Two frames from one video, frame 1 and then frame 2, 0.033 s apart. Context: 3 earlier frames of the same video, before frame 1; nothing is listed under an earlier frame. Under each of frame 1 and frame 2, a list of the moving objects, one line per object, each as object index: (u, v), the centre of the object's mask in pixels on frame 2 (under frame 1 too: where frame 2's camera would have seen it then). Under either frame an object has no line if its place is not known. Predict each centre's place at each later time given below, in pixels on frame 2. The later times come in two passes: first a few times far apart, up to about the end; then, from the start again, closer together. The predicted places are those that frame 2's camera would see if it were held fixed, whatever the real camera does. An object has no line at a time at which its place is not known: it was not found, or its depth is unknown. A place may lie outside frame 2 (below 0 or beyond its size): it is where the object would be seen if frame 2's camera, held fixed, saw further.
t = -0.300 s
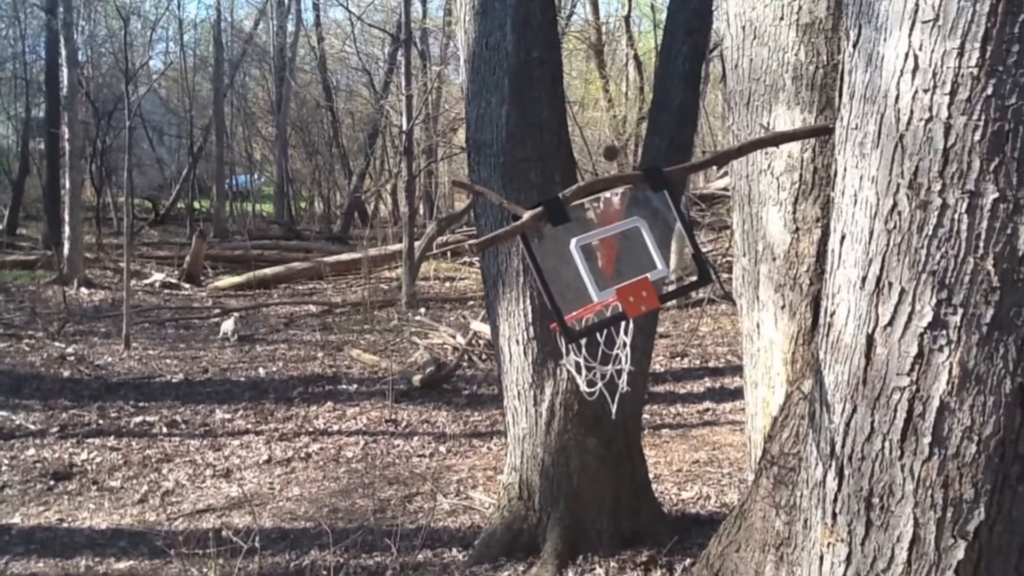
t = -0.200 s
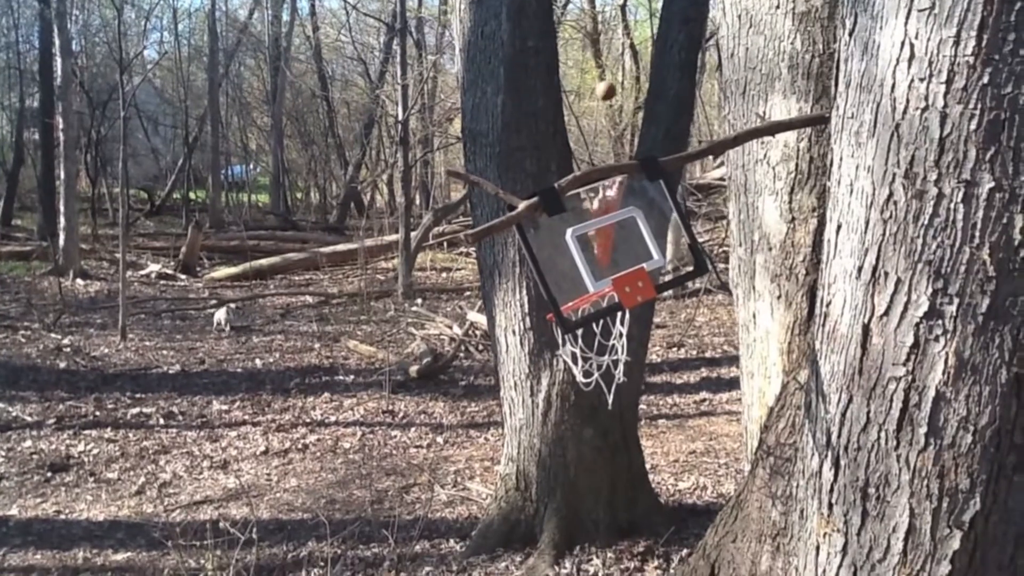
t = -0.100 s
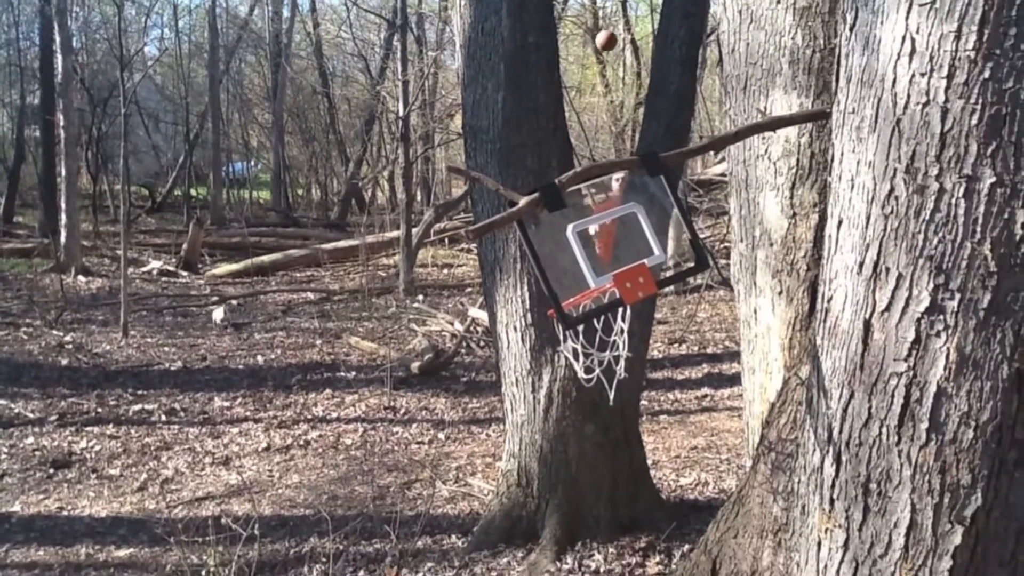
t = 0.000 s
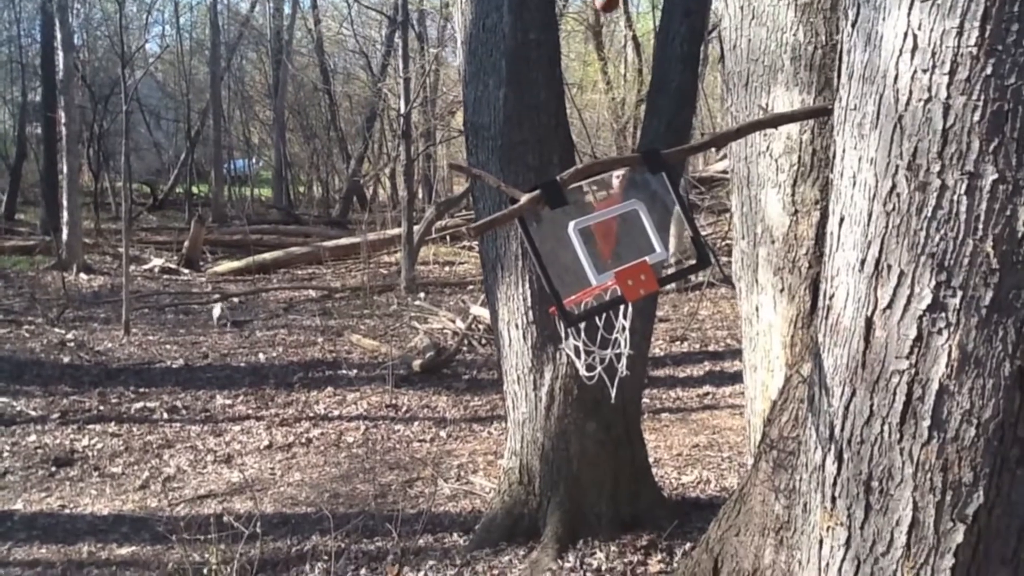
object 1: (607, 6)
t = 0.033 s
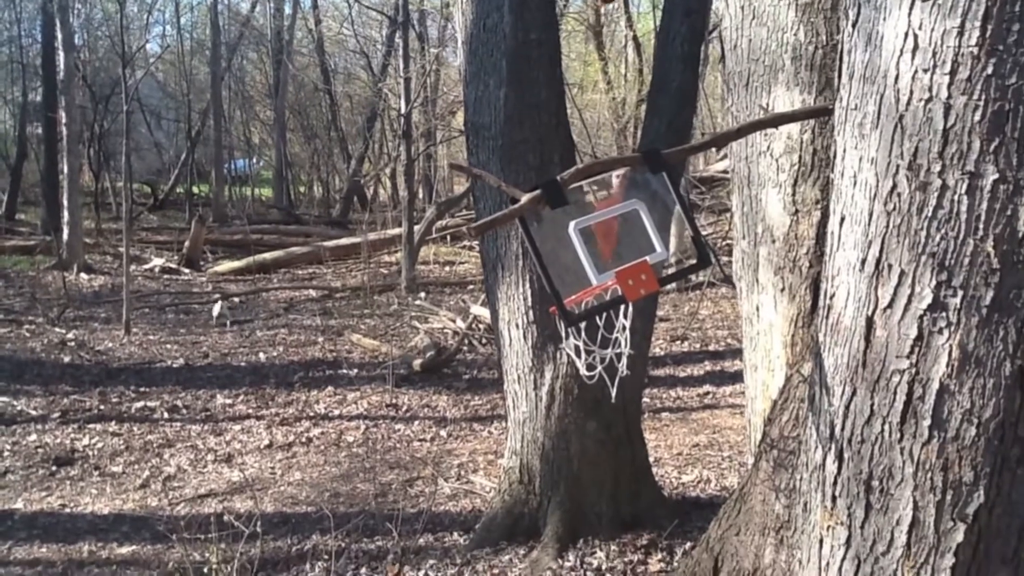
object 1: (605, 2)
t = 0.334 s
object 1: (599, 4)
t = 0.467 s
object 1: (587, 112)
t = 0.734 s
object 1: (660, 385)
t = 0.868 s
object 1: (715, 535)
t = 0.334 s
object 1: (599, 4)
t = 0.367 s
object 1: (596, 19)
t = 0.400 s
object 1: (593, 43)
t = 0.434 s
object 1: (591, 73)
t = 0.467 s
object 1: (587, 112)
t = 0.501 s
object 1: (579, 152)
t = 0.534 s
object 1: (570, 216)
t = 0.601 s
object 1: (609, 310)
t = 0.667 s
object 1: (636, 342)
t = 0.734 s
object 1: (660, 385)
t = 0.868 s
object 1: (715, 535)
